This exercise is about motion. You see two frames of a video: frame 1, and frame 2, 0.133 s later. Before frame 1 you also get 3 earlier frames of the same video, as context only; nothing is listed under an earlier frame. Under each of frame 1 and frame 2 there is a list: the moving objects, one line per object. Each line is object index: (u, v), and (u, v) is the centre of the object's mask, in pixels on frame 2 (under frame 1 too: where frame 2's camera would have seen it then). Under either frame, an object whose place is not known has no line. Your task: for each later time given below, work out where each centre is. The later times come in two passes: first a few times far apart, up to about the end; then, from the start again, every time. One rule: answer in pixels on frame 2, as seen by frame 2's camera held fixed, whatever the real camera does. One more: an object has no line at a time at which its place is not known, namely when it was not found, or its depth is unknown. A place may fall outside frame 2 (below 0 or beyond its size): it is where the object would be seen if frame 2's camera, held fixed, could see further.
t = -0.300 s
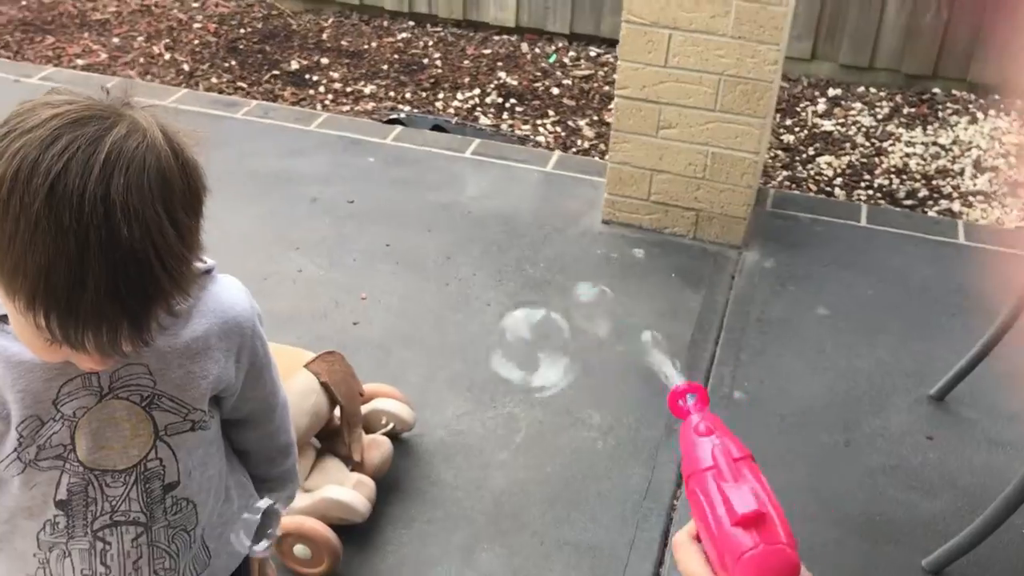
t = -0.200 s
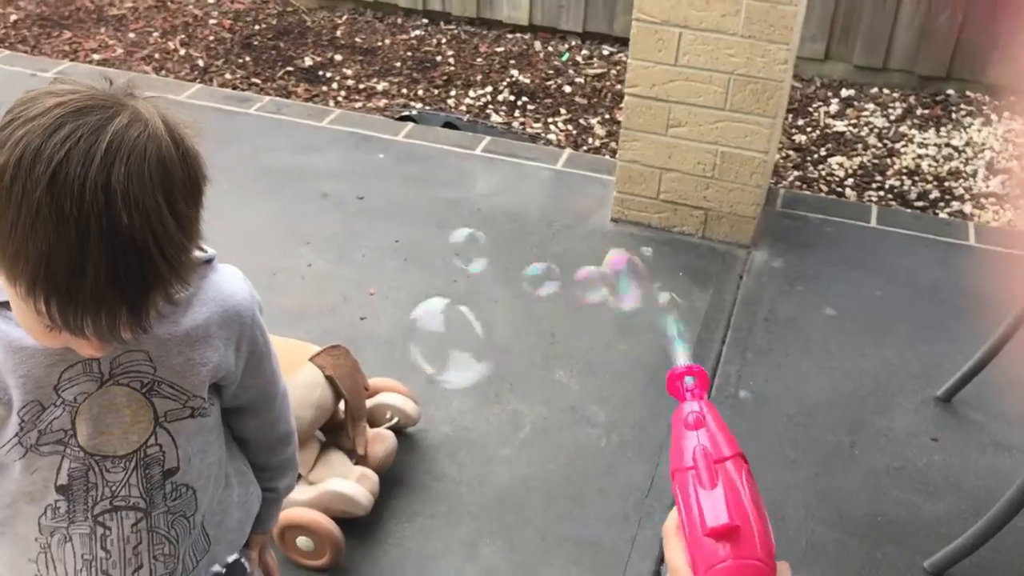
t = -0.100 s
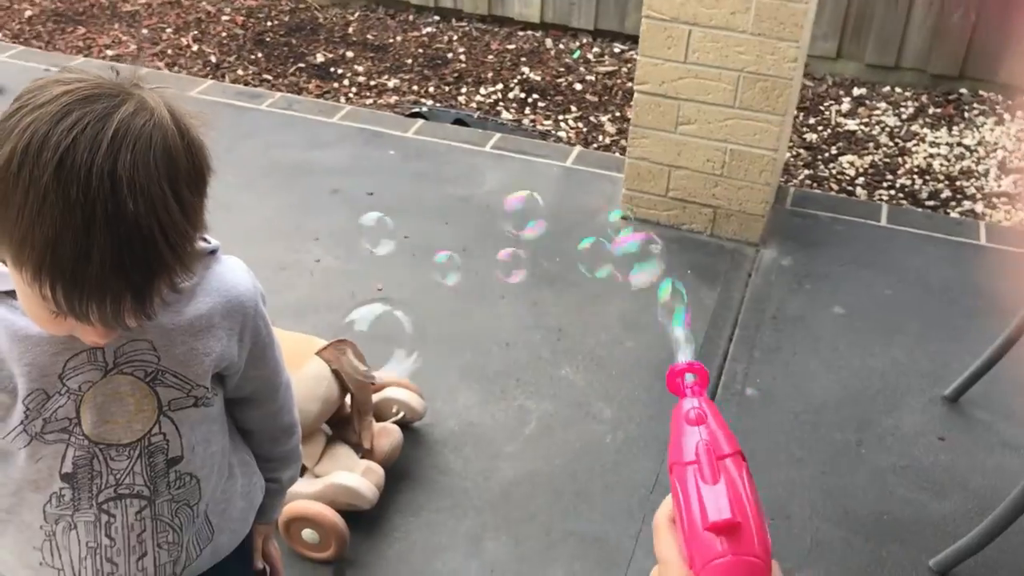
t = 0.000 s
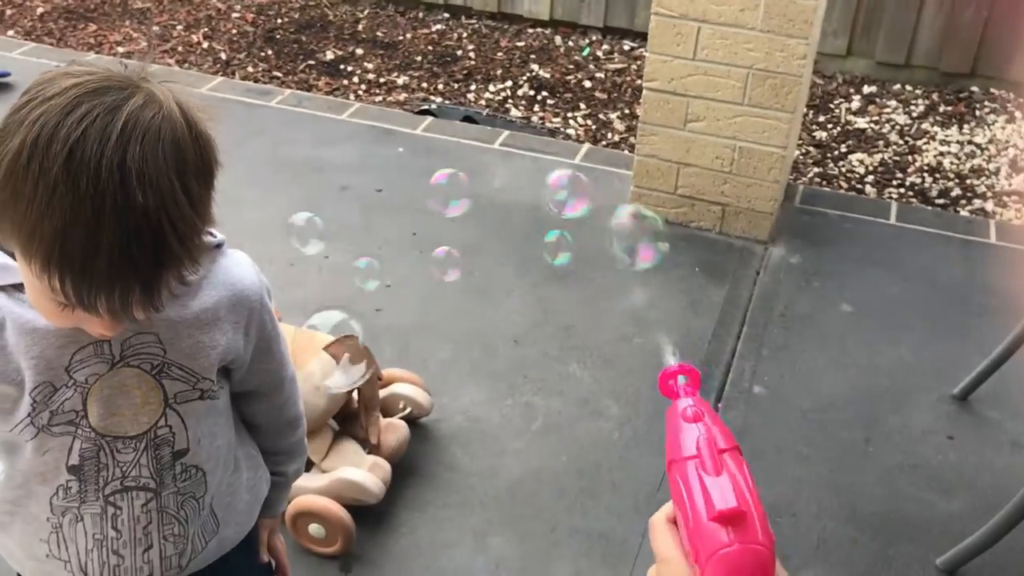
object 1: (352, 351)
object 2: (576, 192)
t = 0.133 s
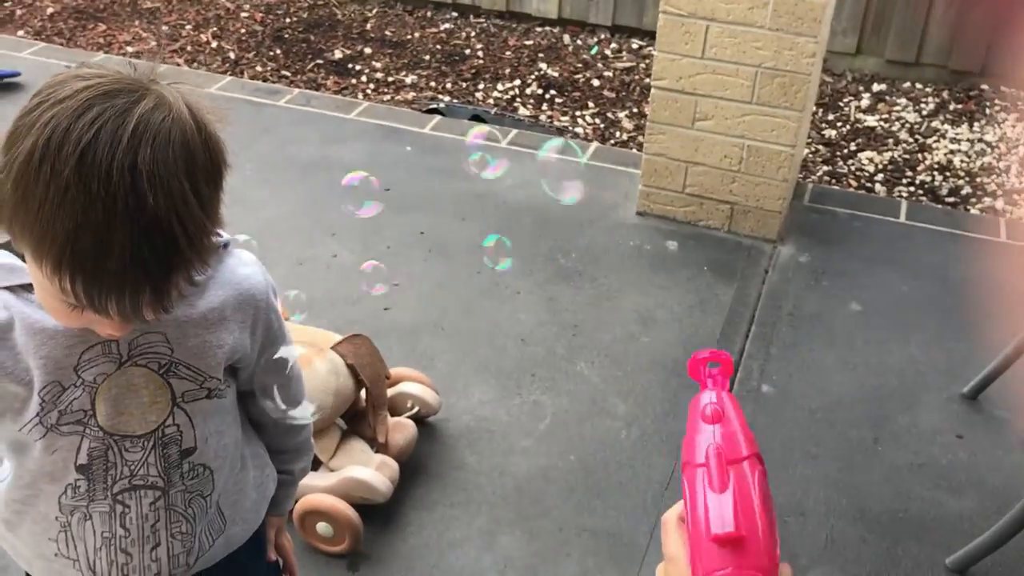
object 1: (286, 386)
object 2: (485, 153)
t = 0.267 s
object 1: (272, 428)
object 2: (408, 137)
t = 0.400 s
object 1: (263, 481)
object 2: (333, 132)
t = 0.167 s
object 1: (279, 392)
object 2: (465, 147)
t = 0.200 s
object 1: (274, 408)
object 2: (447, 143)
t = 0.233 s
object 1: (276, 417)
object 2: (428, 140)
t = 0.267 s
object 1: (272, 428)
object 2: (408, 137)
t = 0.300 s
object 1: (278, 424)
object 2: (389, 133)
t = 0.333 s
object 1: (267, 455)
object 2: (371, 132)
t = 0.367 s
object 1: (265, 468)
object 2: (354, 132)
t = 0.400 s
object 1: (263, 481)
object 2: (333, 132)
